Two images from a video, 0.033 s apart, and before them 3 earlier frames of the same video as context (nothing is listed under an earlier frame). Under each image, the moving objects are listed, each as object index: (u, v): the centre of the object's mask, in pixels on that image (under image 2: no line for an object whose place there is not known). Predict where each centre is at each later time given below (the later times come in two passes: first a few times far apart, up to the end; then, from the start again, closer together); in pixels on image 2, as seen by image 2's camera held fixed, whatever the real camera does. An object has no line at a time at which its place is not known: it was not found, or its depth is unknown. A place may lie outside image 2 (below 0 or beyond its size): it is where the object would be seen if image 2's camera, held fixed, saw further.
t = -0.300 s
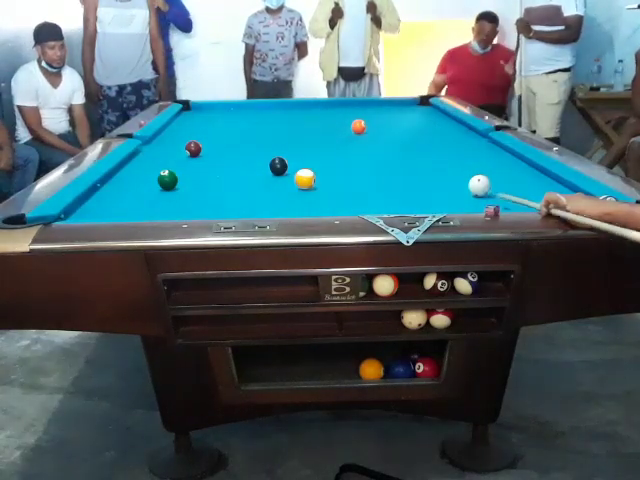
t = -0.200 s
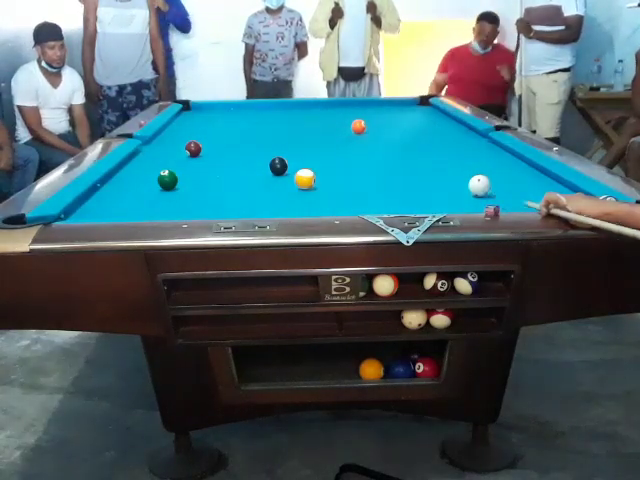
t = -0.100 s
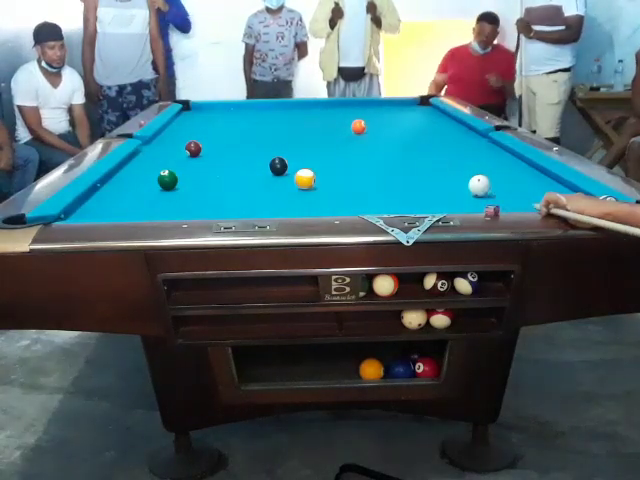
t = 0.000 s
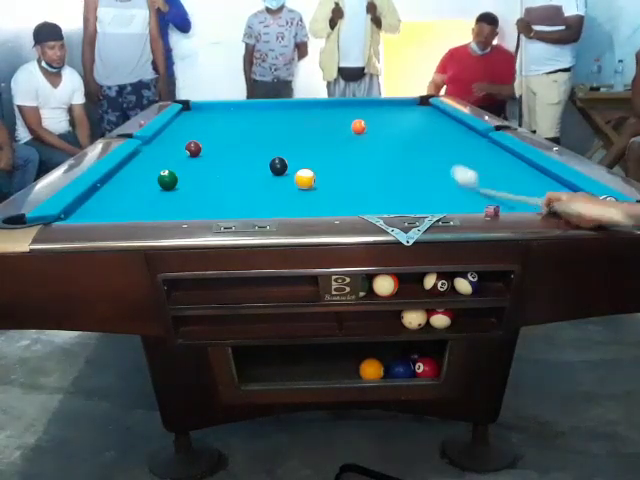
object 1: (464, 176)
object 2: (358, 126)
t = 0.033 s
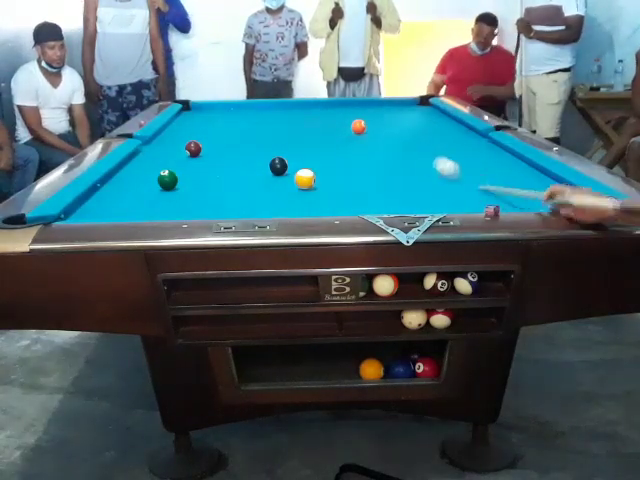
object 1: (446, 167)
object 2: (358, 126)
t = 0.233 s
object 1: (375, 131)
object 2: (358, 126)
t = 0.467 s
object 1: (421, 122)
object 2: (277, 114)
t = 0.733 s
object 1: (444, 122)
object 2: (209, 105)
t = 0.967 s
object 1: (421, 124)
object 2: (193, 109)
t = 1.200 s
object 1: (397, 126)
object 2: (212, 115)
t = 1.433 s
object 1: (374, 129)
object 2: (233, 120)
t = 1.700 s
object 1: (348, 132)
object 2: (258, 126)
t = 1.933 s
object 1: (326, 134)
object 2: (284, 132)
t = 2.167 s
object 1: (314, 135)
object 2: (302, 140)
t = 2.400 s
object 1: (312, 136)
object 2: (311, 150)
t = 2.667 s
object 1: (312, 137)
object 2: (323, 162)
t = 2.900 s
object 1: (312, 137)
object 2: (334, 175)
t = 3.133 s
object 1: (312, 136)
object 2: (347, 189)
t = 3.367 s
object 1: (312, 137)
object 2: (362, 204)
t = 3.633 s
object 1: (312, 137)
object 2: (374, 203)
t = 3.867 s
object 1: (312, 137)
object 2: (378, 193)
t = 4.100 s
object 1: (312, 137)
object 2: (382, 183)
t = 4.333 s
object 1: (312, 137)
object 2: (385, 175)
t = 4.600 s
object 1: (312, 137)
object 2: (388, 166)
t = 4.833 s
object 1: (312, 137)
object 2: (390, 160)
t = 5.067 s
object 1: (312, 137)
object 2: (392, 154)
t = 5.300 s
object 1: (312, 137)
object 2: (393, 149)
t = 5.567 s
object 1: (312, 137)
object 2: (394, 144)
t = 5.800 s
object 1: (312, 137)
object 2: (394, 140)
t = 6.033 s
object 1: (312, 136)
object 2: (395, 137)
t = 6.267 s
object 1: (312, 137)
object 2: (395, 134)
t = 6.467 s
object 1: (312, 137)
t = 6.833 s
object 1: (312, 137)
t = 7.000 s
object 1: (313, 137)
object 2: (397, 126)
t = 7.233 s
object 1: (312, 137)
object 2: (397, 125)
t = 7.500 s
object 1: (312, 137)
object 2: (397, 123)
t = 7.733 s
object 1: (312, 137)
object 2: (398, 121)
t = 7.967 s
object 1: (312, 137)
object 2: (398, 120)
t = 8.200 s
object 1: (312, 137)
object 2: (398, 119)
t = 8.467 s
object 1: (312, 137)
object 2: (399, 118)
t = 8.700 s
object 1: (312, 137)
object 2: (399, 117)
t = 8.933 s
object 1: (312, 137)
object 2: (399, 116)
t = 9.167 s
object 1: (312, 137)
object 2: (399, 116)
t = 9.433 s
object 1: (312, 137)
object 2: (398, 116)
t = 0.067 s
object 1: (430, 159)
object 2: (358, 126)
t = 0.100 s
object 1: (416, 151)
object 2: (358, 126)
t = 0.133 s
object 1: (404, 146)
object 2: (358, 126)
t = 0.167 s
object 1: (393, 140)
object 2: (358, 126)
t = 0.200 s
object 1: (384, 135)
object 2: (358, 126)
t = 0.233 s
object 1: (375, 131)
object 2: (358, 126)
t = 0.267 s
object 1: (369, 127)
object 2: (355, 125)
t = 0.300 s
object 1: (377, 126)
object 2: (342, 123)
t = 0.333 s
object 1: (386, 125)
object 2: (327, 121)
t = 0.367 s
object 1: (395, 124)
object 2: (313, 120)
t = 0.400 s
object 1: (404, 123)
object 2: (300, 118)
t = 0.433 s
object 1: (413, 122)
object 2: (288, 116)
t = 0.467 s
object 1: (421, 122)
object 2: (277, 114)
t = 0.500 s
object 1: (429, 122)
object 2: (267, 113)
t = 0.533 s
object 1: (436, 121)
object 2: (258, 112)
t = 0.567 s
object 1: (443, 121)
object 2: (249, 110)
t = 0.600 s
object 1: (451, 121)
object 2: (241, 109)
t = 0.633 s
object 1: (455, 121)
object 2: (232, 108)
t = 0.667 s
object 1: (451, 121)
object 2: (224, 107)
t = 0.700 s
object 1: (448, 121)
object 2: (216, 106)
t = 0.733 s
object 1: (444, 122)
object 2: (209, 105)
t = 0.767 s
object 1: (441, 122)
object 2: (203, 105)
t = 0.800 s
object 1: (438, 122)
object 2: (198, 106)
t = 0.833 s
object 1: (434, 122)
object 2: (192, 107)
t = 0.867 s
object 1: (431, 123)
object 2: (187, 108)
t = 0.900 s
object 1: (427, 123)
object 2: (188, 108)
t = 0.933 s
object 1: (424, 124)
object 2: (190, 109)
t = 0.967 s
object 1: (421, 124)
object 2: (193, 109)
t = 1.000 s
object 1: (417, 124)
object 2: (196, 110)
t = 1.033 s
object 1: (414, 124)
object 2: (198, 111)
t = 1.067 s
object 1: (411, 125)
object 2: (201, 112)
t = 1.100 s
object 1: (407, 126)
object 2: (204, 113)
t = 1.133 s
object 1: (404, 126)
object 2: (206, 113)
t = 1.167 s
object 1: (401, 126)
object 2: (209, 114)
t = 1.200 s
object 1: (397, 126)
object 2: (212, 115)
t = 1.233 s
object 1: (394, 127)
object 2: (215, 115)
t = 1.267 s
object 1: (391, 127)
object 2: (218, 116)
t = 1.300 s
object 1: (387, 128)
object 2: (220, 116)
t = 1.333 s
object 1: (384, 128)
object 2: (224, 118)
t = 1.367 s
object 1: (381, 128)
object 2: (226, 118)
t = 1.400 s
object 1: (377, 129)
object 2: (229, 119)
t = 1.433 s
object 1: (374, 129)
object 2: (233, 120)
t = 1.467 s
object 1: (371, 129)
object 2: (236, 120)
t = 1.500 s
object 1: (368, 129)
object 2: (239, 121)
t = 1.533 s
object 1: (364, 130)
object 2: (242, 122)
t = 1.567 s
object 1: (361, 130)
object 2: (246, 123)
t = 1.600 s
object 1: (358, 131)
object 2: (249, 123)
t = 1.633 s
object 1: (355, 131)
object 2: (252, 125)
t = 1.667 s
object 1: (352, 131)
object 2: (255, 125)
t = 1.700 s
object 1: (348, 132)
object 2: (258, 126)
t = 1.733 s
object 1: (345, 132)
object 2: (262, 127)
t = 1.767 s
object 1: (342, 132)
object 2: (266, 128)
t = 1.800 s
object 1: (339, 133)
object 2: (269, 129)
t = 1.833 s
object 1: (335, 133)
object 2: (273, 130)
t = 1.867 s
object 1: (332, 133)
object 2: (276, 130)
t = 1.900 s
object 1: (329, 134)
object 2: (280, 132)
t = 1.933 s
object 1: (326, 134)
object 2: (284, 132)
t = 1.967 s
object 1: (323, 134)
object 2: (288, 134)
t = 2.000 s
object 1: (320, 135)
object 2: (291, 134)
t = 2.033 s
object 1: (316, 135)
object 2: (296, 135)
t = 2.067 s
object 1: (314, 135)
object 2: (299, 137)
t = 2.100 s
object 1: (314, 135)
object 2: (300, 138)
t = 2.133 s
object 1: (314, 135)
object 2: (301, 139)
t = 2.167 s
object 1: (314, 135)
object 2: (302, 140)
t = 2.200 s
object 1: (314, 135)
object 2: (303, 142)
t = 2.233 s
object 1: (314, 135)
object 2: (304, 143)
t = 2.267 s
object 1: (314, 135)
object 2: (306, 144)
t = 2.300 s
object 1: (313, 135)
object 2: (307, 146)
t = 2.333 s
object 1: (313, 135)
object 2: (309, 147)
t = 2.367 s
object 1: (313, 136)
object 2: (310, 149)
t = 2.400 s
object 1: (312, 136)
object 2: (311, 150)
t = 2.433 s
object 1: (312, 136)
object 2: (313, 151)
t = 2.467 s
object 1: (312, 136)
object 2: (314, 153)
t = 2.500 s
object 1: (312, 136)
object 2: (316, 154)
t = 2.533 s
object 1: (312, 136)
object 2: (317, 156)
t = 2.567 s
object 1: (312, 136)
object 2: (318, 157)
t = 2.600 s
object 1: (312, 136)
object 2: (320, 159)
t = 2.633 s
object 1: (312, 137)
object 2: (321, 160)
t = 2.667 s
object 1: (312, 137)
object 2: (323, 162)
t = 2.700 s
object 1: (312, 137)
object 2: (324, 164)
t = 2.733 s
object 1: (312, 137)
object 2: (326, 165)
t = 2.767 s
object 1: (312, 137)
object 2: (328, 167)
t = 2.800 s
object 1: (312, 137)
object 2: (329, 169)
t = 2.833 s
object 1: (312, 137)
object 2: (331, 171)
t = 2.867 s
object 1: (312, 137)
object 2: (332, 173)
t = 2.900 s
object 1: (312, 137)
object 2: (334, 175)
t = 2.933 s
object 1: (312, 137)
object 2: (336, 177)
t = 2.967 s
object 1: (312, 137)
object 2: (338, 179)
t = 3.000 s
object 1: (312, 136)
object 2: (340, 181)
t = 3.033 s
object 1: (312, 136)
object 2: (341, 183)
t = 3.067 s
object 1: (312, 137)
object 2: (343, 185)
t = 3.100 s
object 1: (312, 137)
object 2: (345, 187)
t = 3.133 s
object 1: (312, 136)
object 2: (347, 189)
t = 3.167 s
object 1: (312, 137)
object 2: (349, 192)
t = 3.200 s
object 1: (312, 137)
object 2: (351, 194)
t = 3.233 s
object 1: (312, 137)
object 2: (354, 196)
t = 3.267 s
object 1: (312, 137)
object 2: (356, 199)
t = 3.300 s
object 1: (312, 137)
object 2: (358, 201)
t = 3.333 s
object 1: (312, 137)
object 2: (360, 202)
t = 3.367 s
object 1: (312, 137)
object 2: (362, 204)
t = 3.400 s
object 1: (312, 137)
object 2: (365, 205)
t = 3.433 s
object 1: (312, 137)
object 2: (367, 206)
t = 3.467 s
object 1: (312, 137)
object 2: (369, 208)
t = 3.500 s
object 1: (312, 137)
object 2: (370, 207)
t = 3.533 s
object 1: (312, 137)
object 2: (371, 206)
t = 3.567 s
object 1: (312, 137)
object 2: (372, 205)
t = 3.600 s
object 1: (312, 137)
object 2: (373, 204)
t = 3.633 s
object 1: (312, 137)
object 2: (374, 203)
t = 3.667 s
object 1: (312, 137)
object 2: (374, 202)
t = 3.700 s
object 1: (312, 137)
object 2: (375, 201)
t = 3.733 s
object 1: (312, 137)
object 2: (376, 200)
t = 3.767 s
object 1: (312, 137)
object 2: (376, 198)
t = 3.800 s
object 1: (312, 137)
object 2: (377, 196)
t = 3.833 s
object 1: (312, 137)
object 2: (378, 195)
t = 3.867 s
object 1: (312, 137)
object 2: (378, 193)
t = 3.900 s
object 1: (312, 137)
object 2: (379, 192)
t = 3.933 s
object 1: (312, 137)
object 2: (379, 190)
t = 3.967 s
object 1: (312, 137)
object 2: (380, 189)
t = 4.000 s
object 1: (312, 137)
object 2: (380, 187)
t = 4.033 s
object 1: (312, 137)
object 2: (381, 186)
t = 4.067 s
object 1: (312, 137)
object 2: (381, 184)
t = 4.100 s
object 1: (312, 137)
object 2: (382, 183)
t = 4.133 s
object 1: (312, 137)
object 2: (382, 182)
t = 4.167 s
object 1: (312, 137)
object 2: (383, 180)
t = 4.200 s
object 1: (312, 137)
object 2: (383, 179)
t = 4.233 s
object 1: (312, 137)
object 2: (384, 178)
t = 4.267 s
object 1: (312, 137)
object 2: (384, 177)
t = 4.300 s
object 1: (312, 137)
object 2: (385, 176)
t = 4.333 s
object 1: (312, 137)
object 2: (385, 175)
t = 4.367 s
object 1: (312, 137)
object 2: (386, 173)
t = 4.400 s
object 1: (312, 137)
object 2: (386, 172)
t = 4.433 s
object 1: (312, 137)
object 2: (386, 171)
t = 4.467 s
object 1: (312, 137)
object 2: (387, 170)
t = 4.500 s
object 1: (312, 137)
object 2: (387, 169)
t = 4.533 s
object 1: (312, 137)
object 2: (388, 168)
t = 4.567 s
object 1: (312, 137)
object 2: (388, 167)
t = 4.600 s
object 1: (312, 137)
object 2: (388, 166)
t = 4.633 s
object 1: (312, 137)
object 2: (388, 165)
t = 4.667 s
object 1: (312, 137)
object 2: (389, 164)
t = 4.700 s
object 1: (312, 137)
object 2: (389, 163)
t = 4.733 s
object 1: (312, 137)
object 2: (389, 162)
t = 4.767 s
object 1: (312, 137)
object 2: (390, 161)
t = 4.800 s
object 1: (312, 137)
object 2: (390, 160)
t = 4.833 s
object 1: (312, 137)
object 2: (390, 160)
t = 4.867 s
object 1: (312, 137)
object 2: (390, 159)
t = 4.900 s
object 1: (312, 137)
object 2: (391, 158)
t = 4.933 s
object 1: (312, 137)
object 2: (391, 157)
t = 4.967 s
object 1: (312, 137)
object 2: (391, 156)
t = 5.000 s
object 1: (312, 137)
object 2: (392, 156)
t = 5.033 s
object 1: (312, 137)
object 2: (392, 155)
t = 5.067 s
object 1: (312, 137)
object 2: (392, 154)
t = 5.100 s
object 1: (312, 137)
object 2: (392, 153)
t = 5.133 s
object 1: (312, 137)
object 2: (392, 153)
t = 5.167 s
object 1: (312, 137)
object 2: (392, 152)
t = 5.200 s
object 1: (312, 137)
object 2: (393, 151)
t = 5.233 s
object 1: (312, 137)
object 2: (393, 151)
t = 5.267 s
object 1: (312, 137)
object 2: (393, 150)
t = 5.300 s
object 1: (312, 137)
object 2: (393, 149)
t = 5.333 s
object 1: (312, 137)
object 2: (393, 149)
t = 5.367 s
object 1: (312, 137)
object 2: (393, 148)
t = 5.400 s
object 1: (312, 137)
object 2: (394, 147)
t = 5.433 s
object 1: (312, 137)
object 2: (394, 147)
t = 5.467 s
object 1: (312, 137)
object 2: (393, 146)
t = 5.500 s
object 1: (312, 137)
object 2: (394, 145)
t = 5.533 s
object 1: (312, 137)
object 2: (394, 145)
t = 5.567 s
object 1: (312, 137)
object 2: (394, 144)
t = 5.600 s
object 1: (312, 137)
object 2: (394, 144)
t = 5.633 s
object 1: (312, 137)
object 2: (394, 143)
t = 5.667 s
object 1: (312, 137)
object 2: (394, 143)
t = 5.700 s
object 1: (312, 137)
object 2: (394, 142)
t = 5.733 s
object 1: (312, 137)
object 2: (394, 141)
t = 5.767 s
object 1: (312, 137)
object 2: (394, 141)
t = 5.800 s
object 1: (312, 137)
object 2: (394, 140)
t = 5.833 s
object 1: (312, 137)
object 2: (394, 140)
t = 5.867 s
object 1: (312, 137)
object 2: (394, 139)
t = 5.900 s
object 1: (312, 137)
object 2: (394, 139)
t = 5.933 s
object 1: (312, 137)
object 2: (394, 138)
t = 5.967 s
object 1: (312, 137)
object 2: (394, 138)
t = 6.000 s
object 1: (312, 137)
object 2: (395, 138)
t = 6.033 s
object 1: (312, 136)
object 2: (395, 137)
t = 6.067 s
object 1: (312, 137)
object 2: (395, 136)
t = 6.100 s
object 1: (312, 137)
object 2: (395, 136)
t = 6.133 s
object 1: (312, 137)
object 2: (395, 136)
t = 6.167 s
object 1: (312, 137)
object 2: (395, 136)
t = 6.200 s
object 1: (312, 137)
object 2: (396, 135)
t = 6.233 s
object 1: (312, 137)
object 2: (395, 134)
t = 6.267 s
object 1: (312, 137)
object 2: (395, 134)
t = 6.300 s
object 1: (312, 137)
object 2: (395, 134)
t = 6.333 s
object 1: (312, 136)
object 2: (395, 133)
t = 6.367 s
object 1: (312, 137)
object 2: (395, 132)
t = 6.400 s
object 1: (312, 137)
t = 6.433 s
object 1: (312, 137)
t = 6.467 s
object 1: (312, 137)
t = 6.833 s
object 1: (312, 137)
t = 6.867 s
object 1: (312, 137)
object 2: (397, 127)
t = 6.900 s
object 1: (312, 136)
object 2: (397, 127)
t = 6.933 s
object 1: (307, 134)
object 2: (397, 127)
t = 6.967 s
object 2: (397, 127)
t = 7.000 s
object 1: (313, 137)
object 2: (397, 126)
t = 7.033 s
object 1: (312, 137)
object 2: (397, 126)
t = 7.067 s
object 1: (312, 137)
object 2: (397, 126)
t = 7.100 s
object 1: (312, 137)
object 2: (397, 126)
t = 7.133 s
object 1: (312, 137)
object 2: (397, 125)
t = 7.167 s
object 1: (312, 137)
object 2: (397, 125)
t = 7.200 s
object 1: (312, 137)
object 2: (397, 125)
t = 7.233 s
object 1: (312, 137)
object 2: (397, 125)
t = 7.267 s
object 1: (312, 137)
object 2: (397, 124)
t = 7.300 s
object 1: (312, 137)
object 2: (397, 124)
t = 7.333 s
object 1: (312, 137)
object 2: (397, 124)
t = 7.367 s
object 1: (312, 137)
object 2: (398, 124)
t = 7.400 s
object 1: (312, 137)
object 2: (397, 123)
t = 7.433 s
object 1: (312, 137)
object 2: (397, 123)
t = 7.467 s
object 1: (312, 137)
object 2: (398, 123)
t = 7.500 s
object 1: (312, 137)
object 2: (397, 123)
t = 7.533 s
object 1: (312, 137)
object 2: (397, 122)
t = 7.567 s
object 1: (312, 137)
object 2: (398, 122)
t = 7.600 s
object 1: (312, 137)
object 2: (397, 122)
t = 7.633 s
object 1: (312, 137)
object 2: (398, 122)
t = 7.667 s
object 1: (312, 137)
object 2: (398, 122)
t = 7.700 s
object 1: (312, 137)
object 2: (398, 121)
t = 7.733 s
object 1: (312, 137)
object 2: (398, 121)
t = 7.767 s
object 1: (312, 137)
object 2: (398, 121)
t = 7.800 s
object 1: (312, 137)
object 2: (398, 121)
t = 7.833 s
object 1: (312, 137)
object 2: (398, 120)
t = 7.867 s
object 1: (312, 137)
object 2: (398, 120)
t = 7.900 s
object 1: (312, 137)
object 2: (398, 120)
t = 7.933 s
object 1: (312, 137)
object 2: (398, 120)
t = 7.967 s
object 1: (312, 137)
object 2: (398, 120)
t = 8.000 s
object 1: (312, 137)
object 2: (398, 120)
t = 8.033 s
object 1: (312, 137)
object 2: (398, 120)
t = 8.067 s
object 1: (312, 137)
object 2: (398, 120)
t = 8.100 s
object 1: (312, 137)
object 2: (398, 120)
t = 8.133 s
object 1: (312, 137)
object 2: (398, 119)
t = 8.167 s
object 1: (312, 137)
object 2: (398, 119)
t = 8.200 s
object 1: (312, 137)
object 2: (398, 119)
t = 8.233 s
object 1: (312, 137)
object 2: (398, 119)
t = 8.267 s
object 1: (312, 137)
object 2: (398, 119)
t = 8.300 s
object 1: (312, 137)
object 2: (399, 119)
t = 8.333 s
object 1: (312, 137)
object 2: (398, 118)
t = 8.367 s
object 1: (312, 137)
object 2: (399, 118)
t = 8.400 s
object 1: (312, 137)
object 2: (399, 118)
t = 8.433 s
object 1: (312, 137)
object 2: (399, 118)
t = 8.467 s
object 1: (312, 137)
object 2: (399, 118)
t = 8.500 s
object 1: (312, 137)
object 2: (399, 118)
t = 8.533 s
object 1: (312, 137)
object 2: (399, 118)
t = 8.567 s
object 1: (312, 137)
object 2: (399, 118)
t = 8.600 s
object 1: (312, 137)
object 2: (399, 118)
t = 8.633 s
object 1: (312, 137)
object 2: (399, 117)
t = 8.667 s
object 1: (312, 137)
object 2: (399, 117)
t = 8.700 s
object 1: (312, 137)
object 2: (399, 117)
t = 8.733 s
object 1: (312, 137)
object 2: (399, 117)
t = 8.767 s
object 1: (312, 137)
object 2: (399, 117)
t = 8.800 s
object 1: (312, 137)
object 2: (399, 117)
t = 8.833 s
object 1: (312, 137)
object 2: (399, 117)
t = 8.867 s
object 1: (312, 137)
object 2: (399, 116)
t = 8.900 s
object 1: (312, 137)
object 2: (399, 117)
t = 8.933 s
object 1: (312, 137)
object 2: (399, 116)
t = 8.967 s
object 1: (312, 137)
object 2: (399, 117)
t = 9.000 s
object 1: (312, 137)
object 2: (399, 117)
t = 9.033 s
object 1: (312, 137)
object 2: (399, 116)
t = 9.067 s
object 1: (312, 137)
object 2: (399, 116)
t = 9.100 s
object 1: (312, 137)
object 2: (399, 116)
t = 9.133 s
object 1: (312, 137)
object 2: (399, 116)
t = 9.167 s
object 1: (312, 137)
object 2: (399, 116)
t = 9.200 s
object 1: (312, 137)
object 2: (399, 116)
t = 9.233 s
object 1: (312, 137)
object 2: (399, 116)
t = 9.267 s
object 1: (312, 137)
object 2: (398, 116)
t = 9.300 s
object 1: (312, 137)
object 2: (398, 116)
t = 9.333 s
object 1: (312, 137)
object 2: (399, 116)
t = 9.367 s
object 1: (312, 137)
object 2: (398, 116)
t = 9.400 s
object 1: (312, 137)
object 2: (398, 116)
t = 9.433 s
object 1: (312, 137)
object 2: (398, 116)
